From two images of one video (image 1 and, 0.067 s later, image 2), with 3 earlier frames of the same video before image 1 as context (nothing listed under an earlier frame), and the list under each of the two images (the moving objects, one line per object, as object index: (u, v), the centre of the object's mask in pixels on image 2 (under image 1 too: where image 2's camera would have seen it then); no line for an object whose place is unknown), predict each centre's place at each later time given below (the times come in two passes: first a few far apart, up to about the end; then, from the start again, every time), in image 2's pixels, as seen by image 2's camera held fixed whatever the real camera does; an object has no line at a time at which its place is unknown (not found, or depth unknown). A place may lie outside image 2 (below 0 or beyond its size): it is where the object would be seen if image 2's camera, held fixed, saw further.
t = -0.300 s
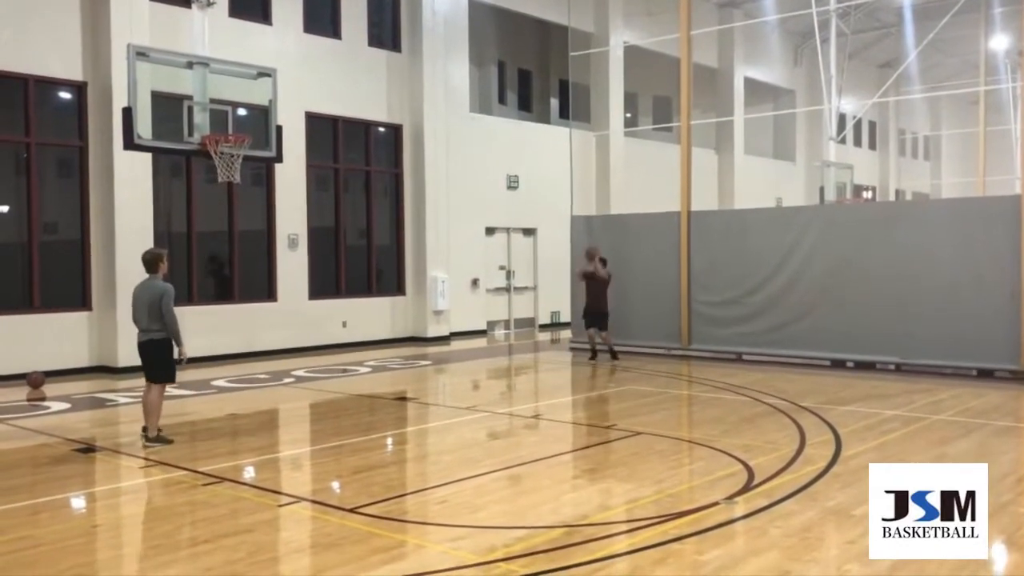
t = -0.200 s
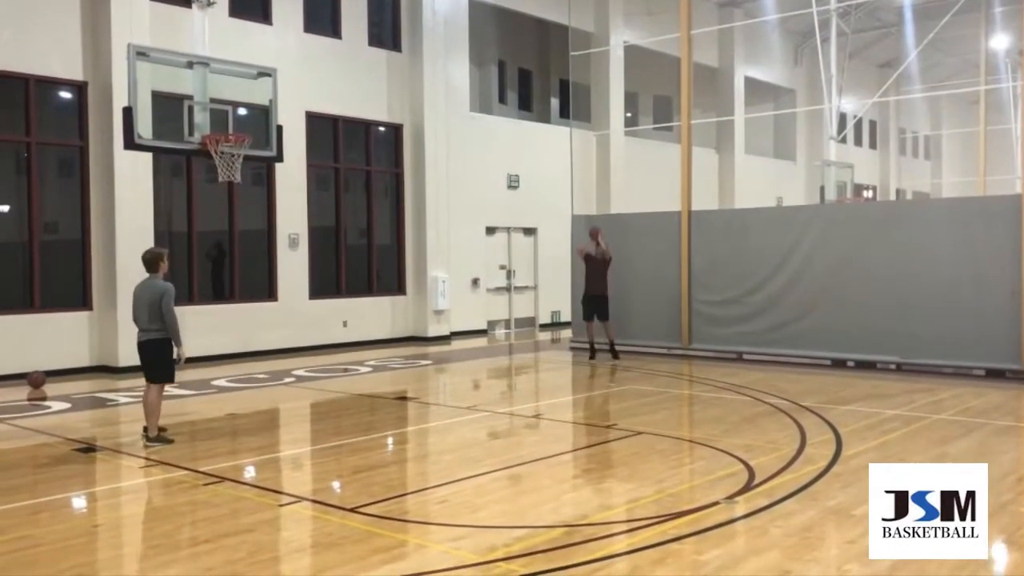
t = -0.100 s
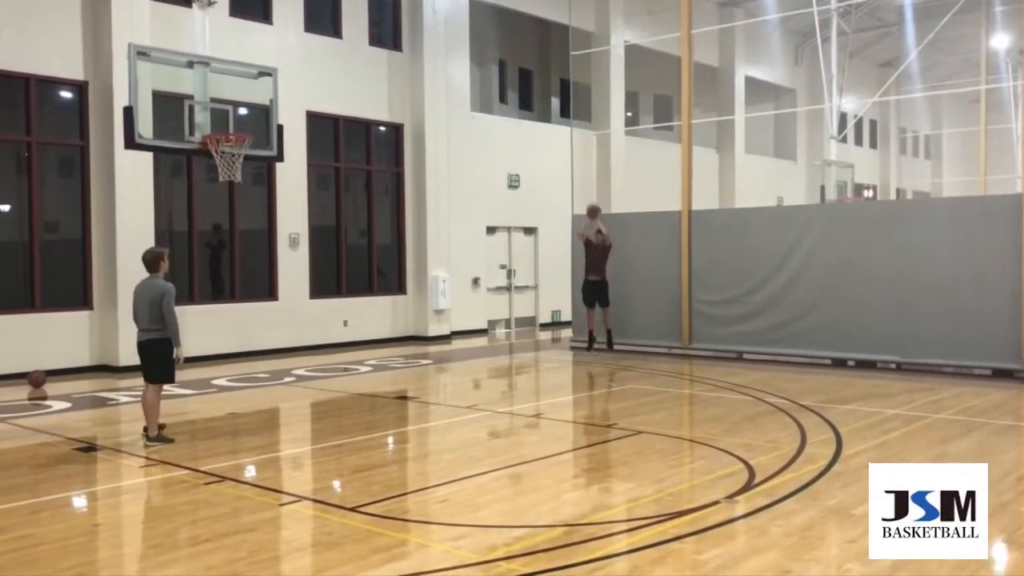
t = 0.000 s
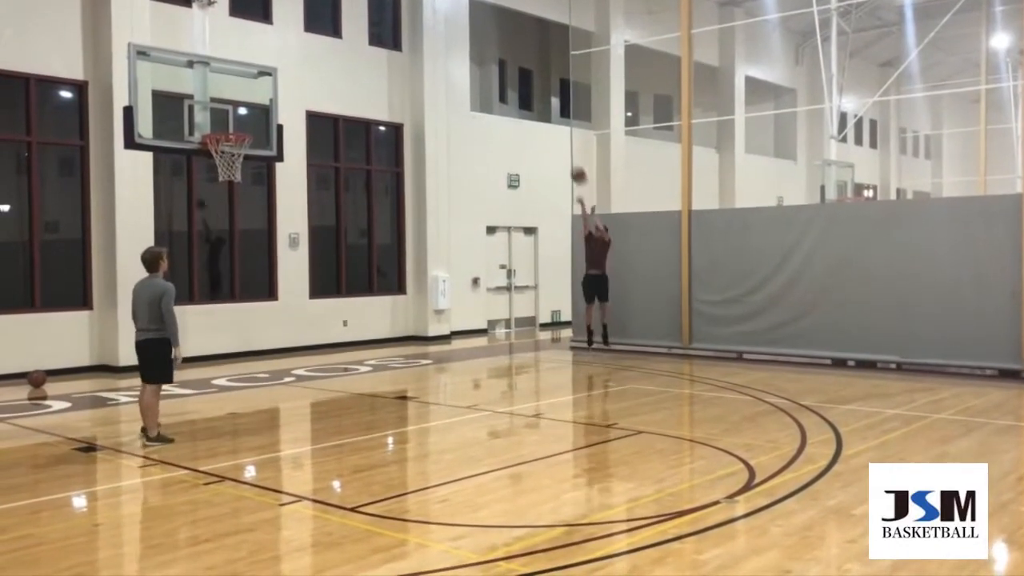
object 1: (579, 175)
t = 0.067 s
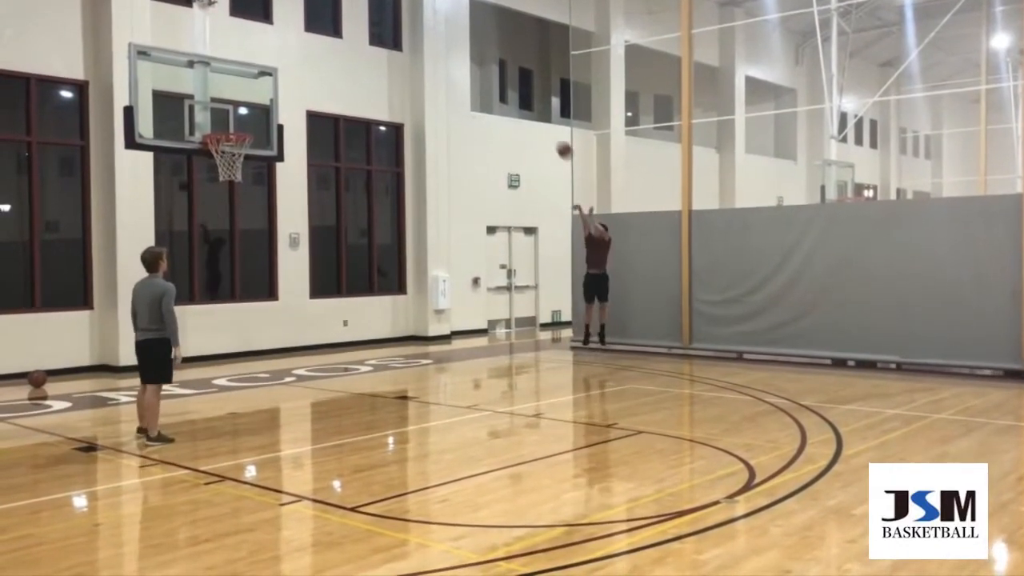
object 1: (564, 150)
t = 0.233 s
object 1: (526, 94)
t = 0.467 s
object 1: (467, 43)
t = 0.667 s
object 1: (412, 26)
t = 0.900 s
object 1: (339, 42)
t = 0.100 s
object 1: (557, 138)
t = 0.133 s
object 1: (550, 128)
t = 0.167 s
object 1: (543, 120)
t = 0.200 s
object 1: (532, 107)
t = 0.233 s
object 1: (526, 94)
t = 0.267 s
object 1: (518, 85)
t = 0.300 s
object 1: (509, 77)
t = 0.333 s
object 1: (502, 69)
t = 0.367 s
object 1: (493, 62)
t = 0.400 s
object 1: (485, 55)
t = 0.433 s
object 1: (476, 50)
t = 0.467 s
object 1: (467, 43)
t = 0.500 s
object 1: (458, 38)
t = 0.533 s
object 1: (449, 34)
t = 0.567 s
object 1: (441, 31)
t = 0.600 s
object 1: (431, 28)
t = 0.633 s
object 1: (422, 27)
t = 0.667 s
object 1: (412, 26)
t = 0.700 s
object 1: (402, 25)
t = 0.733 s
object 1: (393, 24)
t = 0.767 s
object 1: (383, 24)
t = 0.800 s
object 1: (370, 29)
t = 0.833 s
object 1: (359, 33)
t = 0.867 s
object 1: (350, 37)
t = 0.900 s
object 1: (339, 42)
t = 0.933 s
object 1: (328, 48)
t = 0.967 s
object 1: (317, 55)
